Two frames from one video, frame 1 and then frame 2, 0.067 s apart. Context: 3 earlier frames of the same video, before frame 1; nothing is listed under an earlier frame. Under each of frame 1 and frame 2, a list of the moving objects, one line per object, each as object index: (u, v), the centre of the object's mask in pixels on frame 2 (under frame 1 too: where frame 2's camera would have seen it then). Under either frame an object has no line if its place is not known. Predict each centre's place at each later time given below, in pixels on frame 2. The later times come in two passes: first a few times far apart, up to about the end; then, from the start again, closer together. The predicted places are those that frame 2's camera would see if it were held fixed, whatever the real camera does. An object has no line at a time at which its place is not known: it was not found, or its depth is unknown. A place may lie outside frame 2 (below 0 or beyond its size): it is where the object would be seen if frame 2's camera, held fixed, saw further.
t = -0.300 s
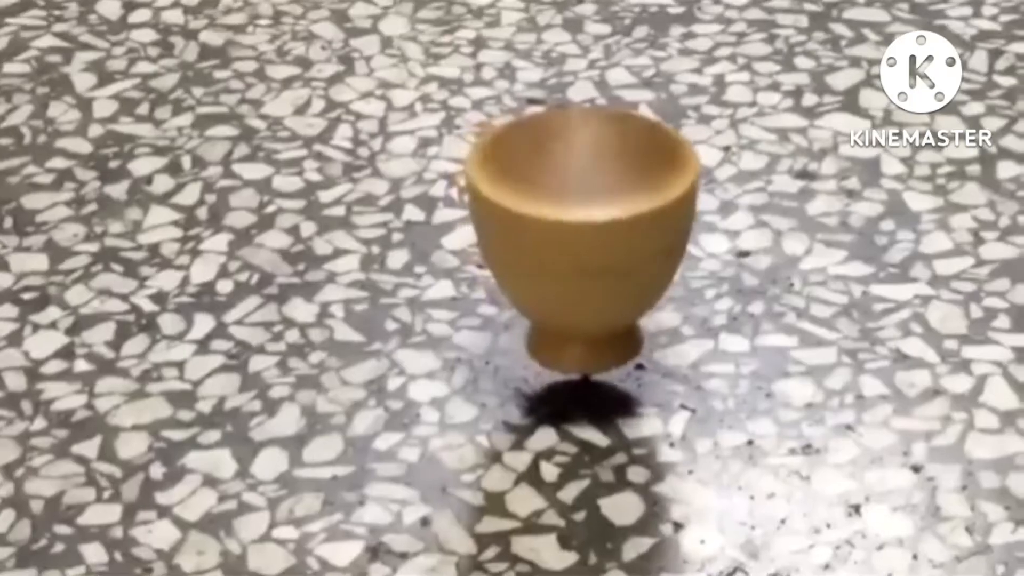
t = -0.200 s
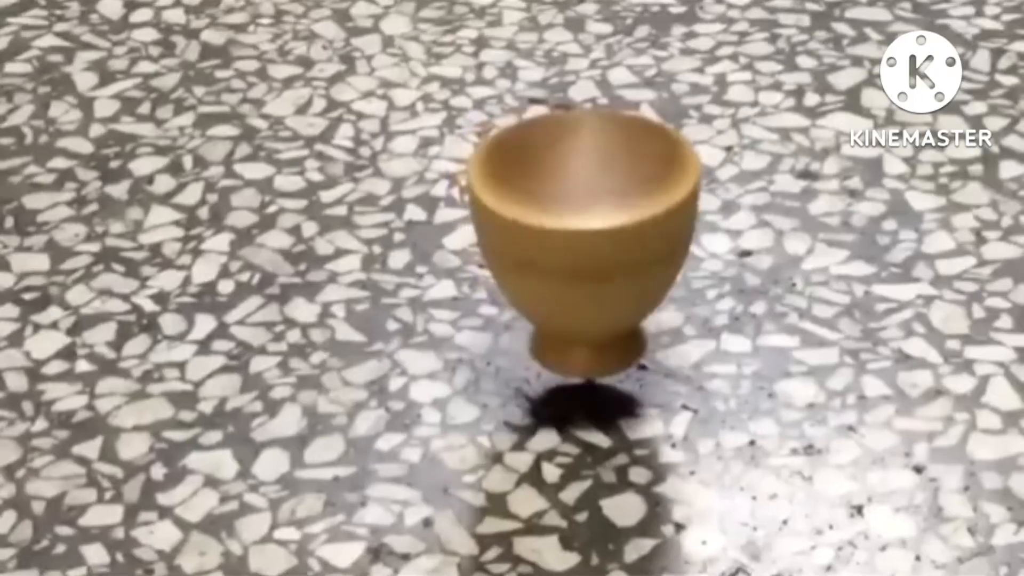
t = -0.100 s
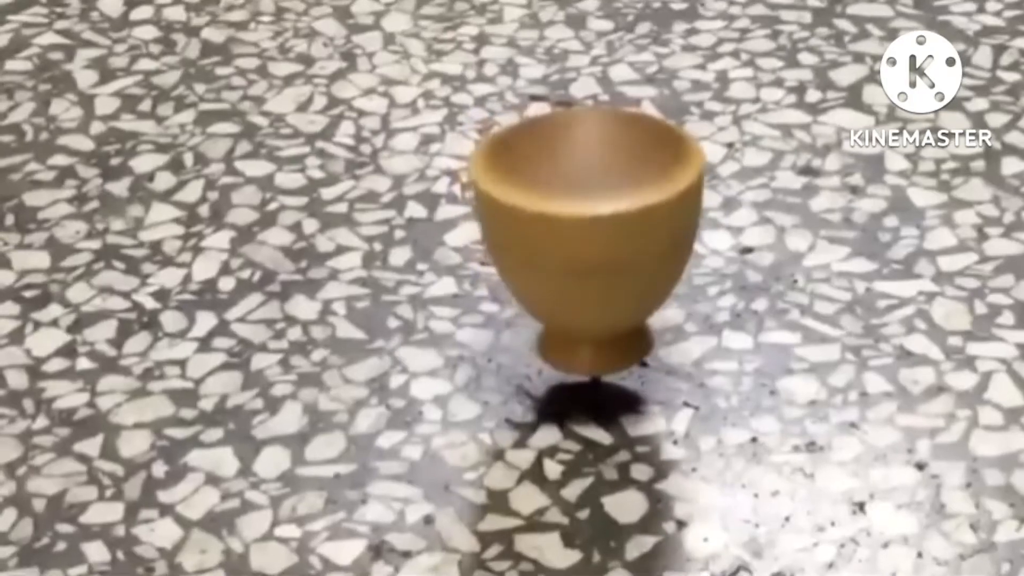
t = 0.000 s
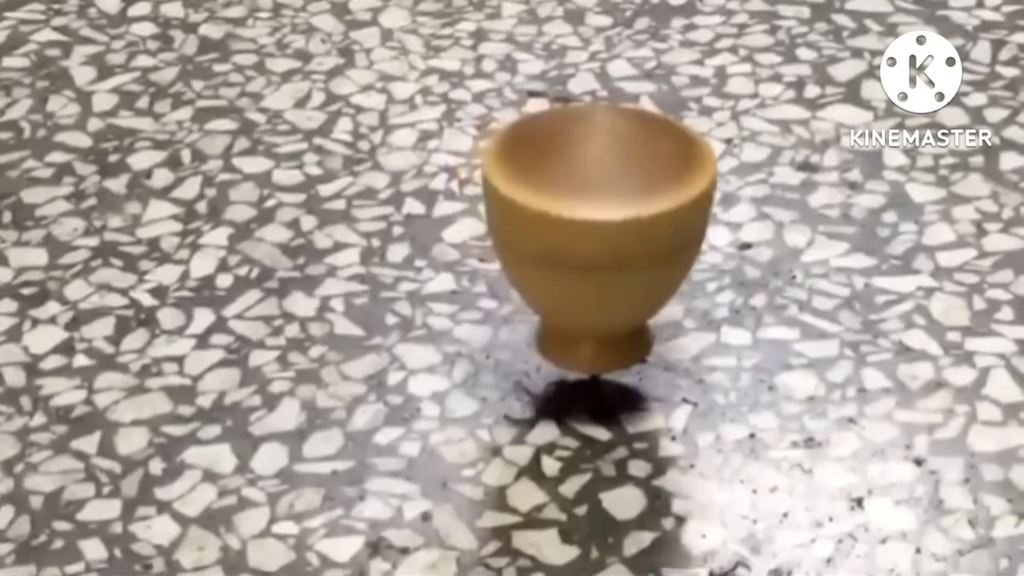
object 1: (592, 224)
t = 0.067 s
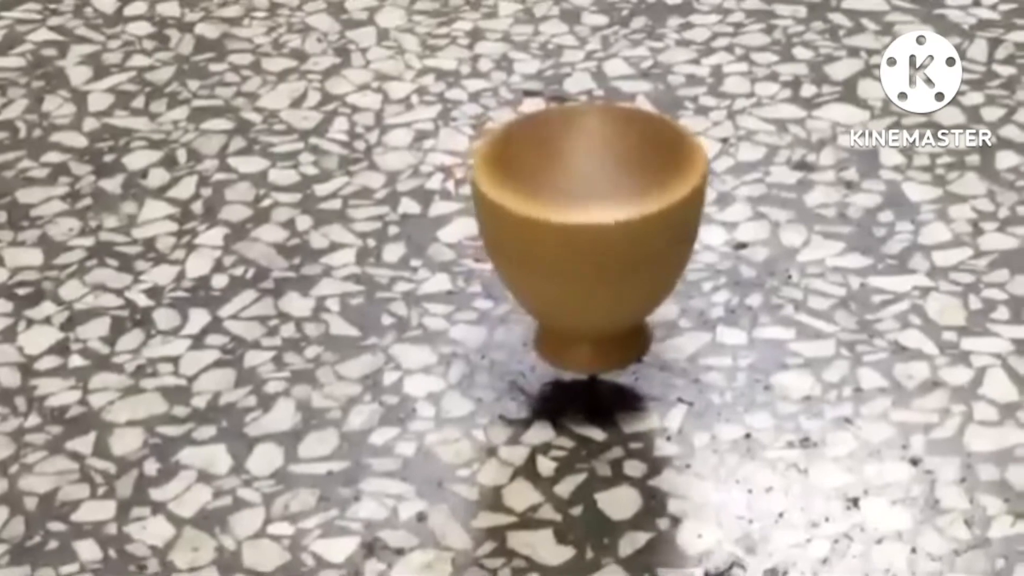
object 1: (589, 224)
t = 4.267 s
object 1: (589, 238)
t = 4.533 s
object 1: (590, 239)
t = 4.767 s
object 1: (584, 233)
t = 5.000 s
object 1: (590, 223)
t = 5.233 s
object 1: (598, 217)
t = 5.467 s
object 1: (608, 215)
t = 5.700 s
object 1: (612, 219)
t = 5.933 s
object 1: (607, 222)
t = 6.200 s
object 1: (599, 218)
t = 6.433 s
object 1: (591, 211)
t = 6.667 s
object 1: (591, 205)
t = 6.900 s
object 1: (597, 202)
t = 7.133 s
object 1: (598, 203)
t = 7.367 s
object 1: (592, 207)
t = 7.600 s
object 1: (581, 209)
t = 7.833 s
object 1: (573, 210)
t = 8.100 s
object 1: (564, 209)
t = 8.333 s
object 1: (561, 208)
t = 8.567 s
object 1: (559, 209)
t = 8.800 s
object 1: (558, 212)
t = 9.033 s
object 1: (555, 216)
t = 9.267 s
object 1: (555, 220)
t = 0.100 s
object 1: (587, 224)
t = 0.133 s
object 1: (587, 223)
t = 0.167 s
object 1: (589, 223)
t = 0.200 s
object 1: (592, 222)
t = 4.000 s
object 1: (558, 232)
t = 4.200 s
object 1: (586, 235)
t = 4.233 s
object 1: (589, 237)
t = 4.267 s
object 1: (589, 238)
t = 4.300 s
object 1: (588, 239)
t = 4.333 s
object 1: (587, 239)
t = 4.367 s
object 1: (587, 240)
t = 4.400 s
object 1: (588, 240)
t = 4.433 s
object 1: (588, 241)
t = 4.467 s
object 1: (589, 240)
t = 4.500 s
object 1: (590, 240)
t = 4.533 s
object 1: (590, 239)
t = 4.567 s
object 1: (588, 239)
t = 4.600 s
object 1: (587, 239)
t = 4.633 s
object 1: (587, 238)
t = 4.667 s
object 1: (586, 237)
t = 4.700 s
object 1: (585, 236)
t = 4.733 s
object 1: (584, 234)
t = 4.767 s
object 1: (584, 233)
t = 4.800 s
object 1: (586, 231)
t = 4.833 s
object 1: (586, 230)
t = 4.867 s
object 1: (587, 228)
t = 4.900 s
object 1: (588, 227)
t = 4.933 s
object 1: (589, 226)
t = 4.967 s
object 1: (590, 225)
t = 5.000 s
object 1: (590, 223)
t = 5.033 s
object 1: (590, 222)
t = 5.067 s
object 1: (592, 221)
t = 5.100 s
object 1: (593, 219)
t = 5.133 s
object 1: (595, 218)
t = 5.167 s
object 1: (596, 217)
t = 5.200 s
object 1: (597, 217)
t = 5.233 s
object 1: (598, 217)
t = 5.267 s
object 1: (598, 217)
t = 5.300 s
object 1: (599, 217)
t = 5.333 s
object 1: (600, 216)
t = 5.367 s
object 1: (601, 216)
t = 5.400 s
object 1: (602, 216)
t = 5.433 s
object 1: (605, 215)
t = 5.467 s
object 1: (608, 215)
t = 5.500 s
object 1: (610, 216)
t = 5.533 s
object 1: (610, 217)
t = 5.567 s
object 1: (610, 217)
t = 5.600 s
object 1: (611, 218)
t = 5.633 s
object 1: (611, 219)
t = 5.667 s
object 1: (611, 219)
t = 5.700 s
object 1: (612, 219)
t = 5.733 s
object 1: (613, 220)
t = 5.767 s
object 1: (614, 221)
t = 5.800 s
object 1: (613, 221)
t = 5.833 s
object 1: (611, 222)
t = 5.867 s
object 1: (609, 222)
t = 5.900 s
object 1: (607, 222)
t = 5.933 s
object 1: (607, 222)
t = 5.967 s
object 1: (606, 222)
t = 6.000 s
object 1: (606, 222)
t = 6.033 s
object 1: (606, 222)
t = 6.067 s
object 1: (603, 221)
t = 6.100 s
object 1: (599, 220)
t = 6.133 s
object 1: (598, 219)
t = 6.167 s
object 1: (598, 219)
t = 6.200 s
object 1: (599, 218)
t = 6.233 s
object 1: (599, 217)
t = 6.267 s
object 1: (599, 216)
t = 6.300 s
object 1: (599, 215)
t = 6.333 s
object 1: (595, 214)
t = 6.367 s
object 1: (592, 213)
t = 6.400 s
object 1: (591, 212)
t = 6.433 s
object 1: (591, 211)
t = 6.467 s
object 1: (592, 210)
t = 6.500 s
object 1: (592, 209)
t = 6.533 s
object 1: (593, 208)
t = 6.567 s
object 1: (593, 208)
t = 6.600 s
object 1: (592, 207)
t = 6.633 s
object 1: (591, 206)
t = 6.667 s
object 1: (591, 205)
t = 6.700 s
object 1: (591, 204)
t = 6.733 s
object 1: (592, 203)
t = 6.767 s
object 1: (594, 202)
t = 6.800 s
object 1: (596, 202)
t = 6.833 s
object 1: (597, 202)
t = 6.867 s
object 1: (597, 202)
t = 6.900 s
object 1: (597, 202)
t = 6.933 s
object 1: (597, 202)
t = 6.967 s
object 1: (597, 202)
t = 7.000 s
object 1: (596, 202)
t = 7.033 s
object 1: (597, 202)
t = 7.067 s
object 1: (598, 202)
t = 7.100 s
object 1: (598, 202)
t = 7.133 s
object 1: (598, 203)
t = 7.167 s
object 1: (598, 203)
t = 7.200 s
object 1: (598, 204)
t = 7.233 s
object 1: (597, 204)
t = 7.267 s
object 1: (596, 205)
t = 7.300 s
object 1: (595, 205)
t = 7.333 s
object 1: (594, 206)
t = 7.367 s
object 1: (592, 207)
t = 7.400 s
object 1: (591, 207)
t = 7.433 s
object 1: (590, 207)
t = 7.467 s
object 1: (590, 208)
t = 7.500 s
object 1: (588, 208)
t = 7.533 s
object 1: (585, 208)
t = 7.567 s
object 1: (583, 209)
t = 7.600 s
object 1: (581, 209)
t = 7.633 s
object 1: (579, 209)
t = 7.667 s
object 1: (578, 210)
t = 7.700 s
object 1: (577, 210)
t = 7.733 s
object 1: (576, 211)
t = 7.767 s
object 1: (575, 211)
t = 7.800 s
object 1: (574, 211)
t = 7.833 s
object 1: (573, 210)
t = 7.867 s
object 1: (572, 210)
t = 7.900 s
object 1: (569, 211)
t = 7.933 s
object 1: (567, 210)
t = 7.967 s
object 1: (567, 210)
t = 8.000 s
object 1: (567, 210)
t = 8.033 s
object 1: (566, 210)
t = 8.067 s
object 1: (565, 209)
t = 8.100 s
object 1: (564, 209)
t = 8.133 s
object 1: (564, 209)
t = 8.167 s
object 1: (563, 208)
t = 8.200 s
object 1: (564, 208)
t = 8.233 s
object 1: (564, 208)
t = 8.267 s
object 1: (562, 208)
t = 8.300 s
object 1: (561, 208)
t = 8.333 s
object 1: (561, 208)
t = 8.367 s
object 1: (562, 208)
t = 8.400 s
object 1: (562, 208)
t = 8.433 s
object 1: (562, 208)
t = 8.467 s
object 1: (562, 208)
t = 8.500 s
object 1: (561, 209)
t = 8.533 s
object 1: (559, 209)
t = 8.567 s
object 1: (559, 209)
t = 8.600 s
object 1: (560, 209)
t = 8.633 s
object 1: (561, 210)
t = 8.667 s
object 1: (562, 210)
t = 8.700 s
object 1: (563, 210)
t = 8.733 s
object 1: (562, 211)
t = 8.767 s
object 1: (560, 212)
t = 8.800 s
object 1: (558, 212)
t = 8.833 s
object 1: (559, 212)
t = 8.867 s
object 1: (560, 213)
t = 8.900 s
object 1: (560, 213)
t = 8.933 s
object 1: (561, 214)
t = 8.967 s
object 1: (561, 214)
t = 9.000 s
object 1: (559, 215)
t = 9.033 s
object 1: (555, 216)
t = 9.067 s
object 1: (553, 216)
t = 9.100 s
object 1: (552, 217)
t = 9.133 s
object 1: (552, 217)
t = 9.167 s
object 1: (553, 218)
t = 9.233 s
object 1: (554, 218)
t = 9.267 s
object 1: (555, 220)
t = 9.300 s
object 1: (554, 221)
